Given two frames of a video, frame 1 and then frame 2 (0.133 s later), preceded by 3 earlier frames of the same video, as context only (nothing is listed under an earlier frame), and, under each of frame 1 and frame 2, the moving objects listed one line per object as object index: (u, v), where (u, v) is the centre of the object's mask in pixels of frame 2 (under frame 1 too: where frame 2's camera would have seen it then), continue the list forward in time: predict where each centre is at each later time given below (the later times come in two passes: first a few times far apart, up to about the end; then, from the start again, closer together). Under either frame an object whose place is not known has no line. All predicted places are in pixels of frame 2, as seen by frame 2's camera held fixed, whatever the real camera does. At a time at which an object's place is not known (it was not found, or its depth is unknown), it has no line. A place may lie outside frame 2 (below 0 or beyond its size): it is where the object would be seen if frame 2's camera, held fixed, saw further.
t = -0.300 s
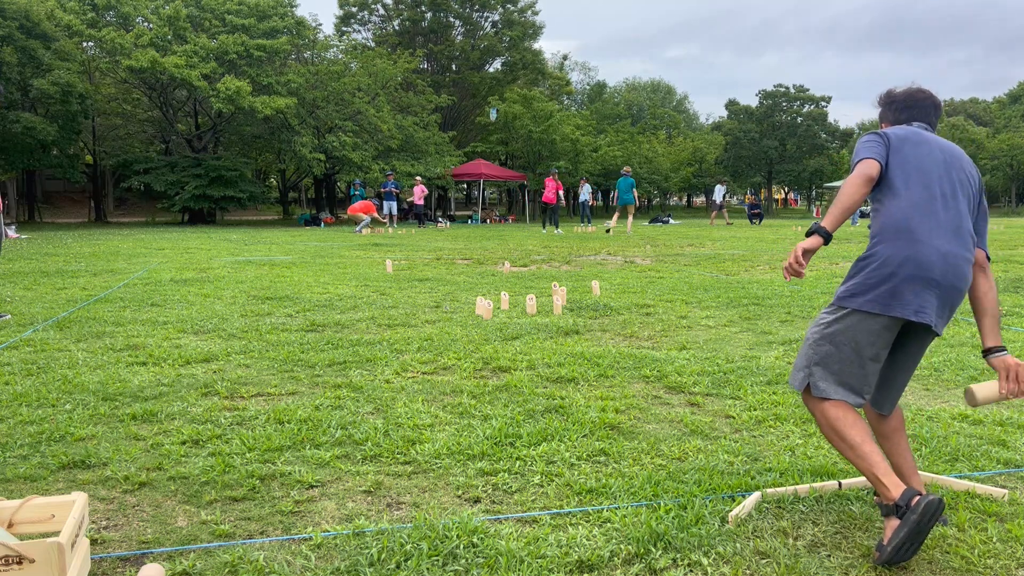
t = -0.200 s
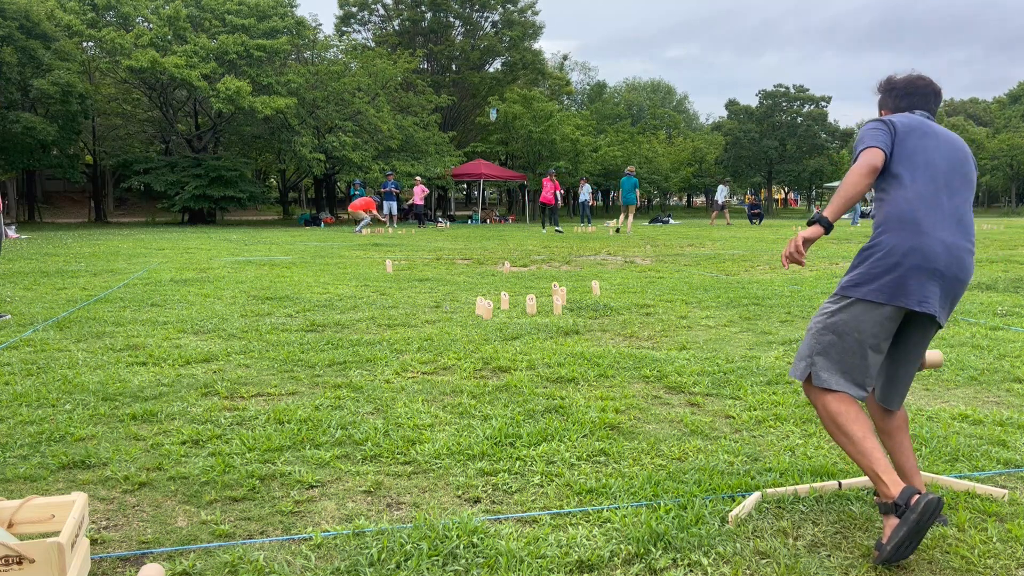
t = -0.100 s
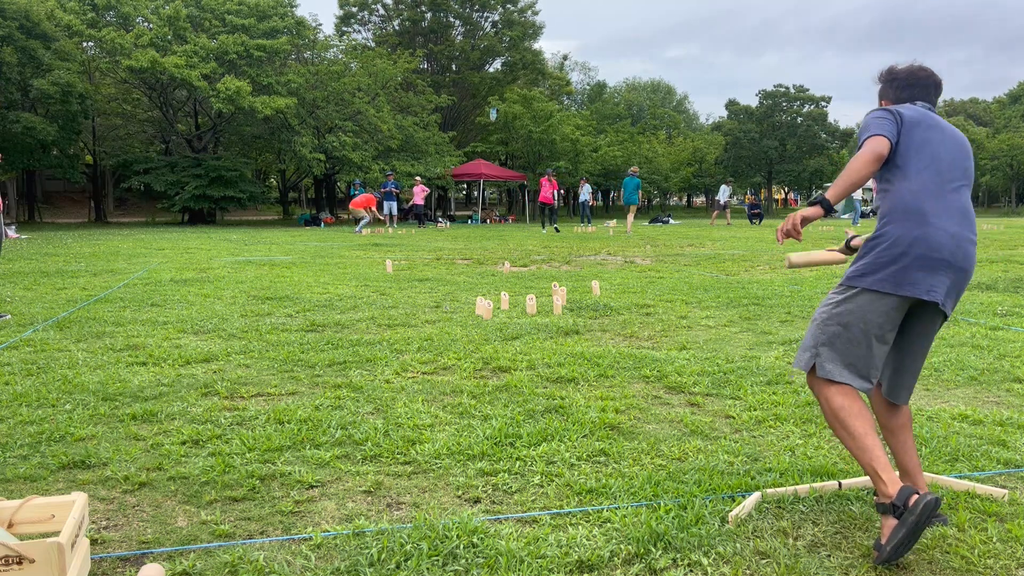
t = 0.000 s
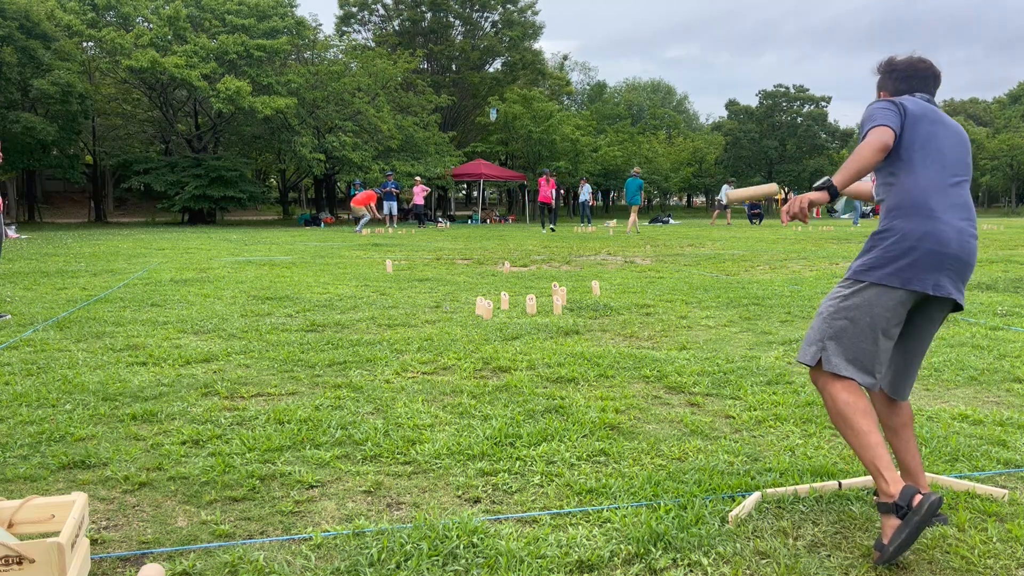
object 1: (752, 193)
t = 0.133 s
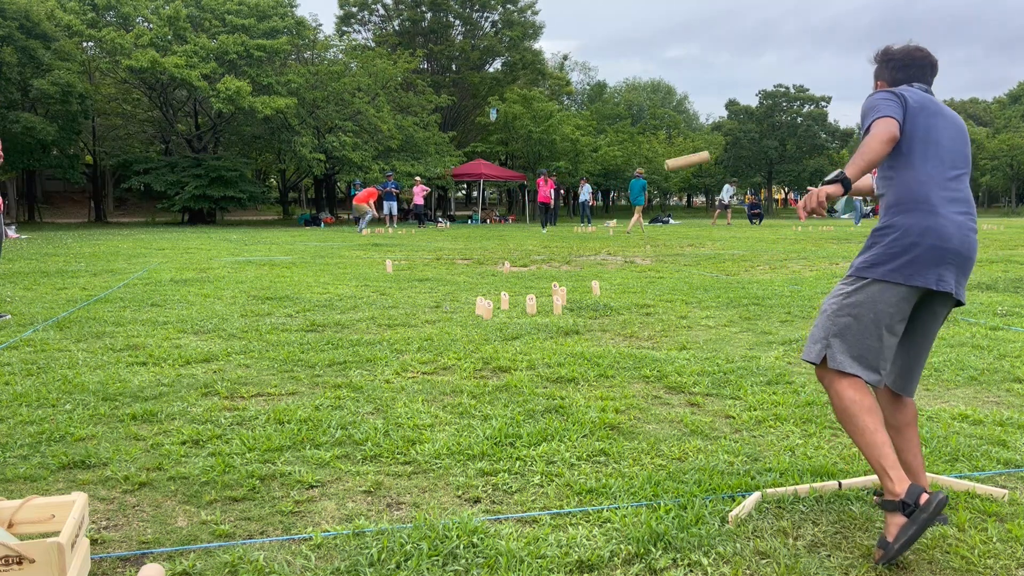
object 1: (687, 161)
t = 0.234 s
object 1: (650, 164)
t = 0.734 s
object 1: (553, 282)
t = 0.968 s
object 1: (549, 270)
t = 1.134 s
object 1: (546, 284)
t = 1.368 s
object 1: (544, 282)
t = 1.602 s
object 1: (535, 278)
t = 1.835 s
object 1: (530, 275)
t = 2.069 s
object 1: (529, 274)
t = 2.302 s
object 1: (529, 274)
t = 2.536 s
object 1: (529, 274)
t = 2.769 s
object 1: (529, 274)
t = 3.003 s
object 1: (529, 274)
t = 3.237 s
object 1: (529, 274)
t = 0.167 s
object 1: (674, 160)
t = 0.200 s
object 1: (662, 161)
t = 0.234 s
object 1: (650, 164)
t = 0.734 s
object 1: (553, 282)
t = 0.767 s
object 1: (552, 278)
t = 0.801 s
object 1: (552, 273)
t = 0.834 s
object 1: (551, 269)
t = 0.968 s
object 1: (549, 270)
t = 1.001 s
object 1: (548, 274)
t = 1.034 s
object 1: (547, 279)
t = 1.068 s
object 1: (547, 284)
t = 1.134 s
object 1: (546, 284)
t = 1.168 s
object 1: (546, 282)
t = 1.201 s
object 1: (544, 281)
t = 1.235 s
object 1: (545, 281)
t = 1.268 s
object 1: (545, 282)
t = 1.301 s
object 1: (544, 282)
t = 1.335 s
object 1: (543, 282)
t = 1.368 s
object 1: (544, 282)
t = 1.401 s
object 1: (542, 281)
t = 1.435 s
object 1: (541, 280)
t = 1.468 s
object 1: (540, 280)
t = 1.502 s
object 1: (539, 280)
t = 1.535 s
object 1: (538, 279)
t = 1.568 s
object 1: (536, 278)
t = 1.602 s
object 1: (535, 278)
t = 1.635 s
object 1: (534, 278)
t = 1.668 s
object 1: (534, 277)
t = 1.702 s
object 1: (533, 277)
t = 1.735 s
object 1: (532, 276)
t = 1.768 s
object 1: (531, 275)
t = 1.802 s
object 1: (531, 275)
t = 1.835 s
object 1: (530, 275)
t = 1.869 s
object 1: (530, 275)
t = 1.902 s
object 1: (530, 275)
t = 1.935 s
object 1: (529, 274)
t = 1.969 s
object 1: (529, 274)
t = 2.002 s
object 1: (529, 274)
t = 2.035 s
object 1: (529, 274)
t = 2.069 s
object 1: (529, 274)
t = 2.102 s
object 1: (529, 274)
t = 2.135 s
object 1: (529, 274)
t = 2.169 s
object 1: (529, 274)
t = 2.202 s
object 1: (529, 274)
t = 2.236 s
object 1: (529, 274)
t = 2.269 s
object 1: (529, 274)
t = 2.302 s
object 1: (529, 274)
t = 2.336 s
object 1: (529, 274)
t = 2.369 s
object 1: (529, 274)
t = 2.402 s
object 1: (529, 274)
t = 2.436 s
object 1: (529, 274)
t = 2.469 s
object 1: (529, 274)
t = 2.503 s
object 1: (529, 274)
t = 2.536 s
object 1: (529, 274)
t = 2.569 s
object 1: (529, 274)
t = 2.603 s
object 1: (529, 274)
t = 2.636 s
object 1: (529, 274)
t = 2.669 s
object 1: (529, 274)
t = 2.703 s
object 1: (529, 274)
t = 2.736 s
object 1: (529, 274)
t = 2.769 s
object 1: (529, 274)
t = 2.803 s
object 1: (529, 274)
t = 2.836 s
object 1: (529, 274)
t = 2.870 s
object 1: (529, 274)
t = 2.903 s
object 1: (529, 274)
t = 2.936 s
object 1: (529, 274)
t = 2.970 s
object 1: (529, 274)
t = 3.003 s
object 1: (529, 274)
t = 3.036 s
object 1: (529, 274)
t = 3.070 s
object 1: (529, 274)
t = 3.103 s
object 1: (529, 274)
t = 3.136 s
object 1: (529, 274)
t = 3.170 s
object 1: (529, 274)
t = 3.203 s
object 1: (529, 274)
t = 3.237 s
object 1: (529, 274)
